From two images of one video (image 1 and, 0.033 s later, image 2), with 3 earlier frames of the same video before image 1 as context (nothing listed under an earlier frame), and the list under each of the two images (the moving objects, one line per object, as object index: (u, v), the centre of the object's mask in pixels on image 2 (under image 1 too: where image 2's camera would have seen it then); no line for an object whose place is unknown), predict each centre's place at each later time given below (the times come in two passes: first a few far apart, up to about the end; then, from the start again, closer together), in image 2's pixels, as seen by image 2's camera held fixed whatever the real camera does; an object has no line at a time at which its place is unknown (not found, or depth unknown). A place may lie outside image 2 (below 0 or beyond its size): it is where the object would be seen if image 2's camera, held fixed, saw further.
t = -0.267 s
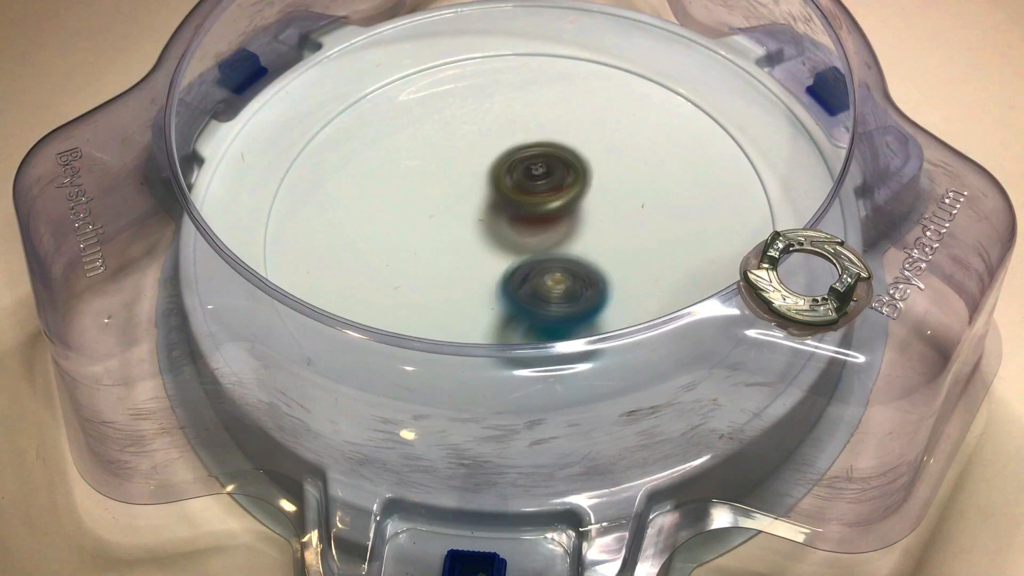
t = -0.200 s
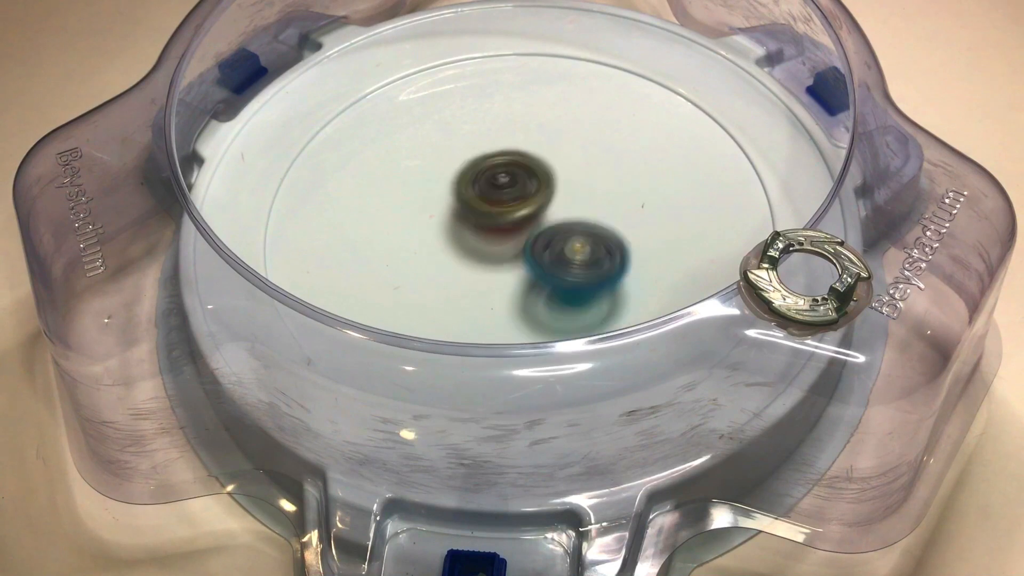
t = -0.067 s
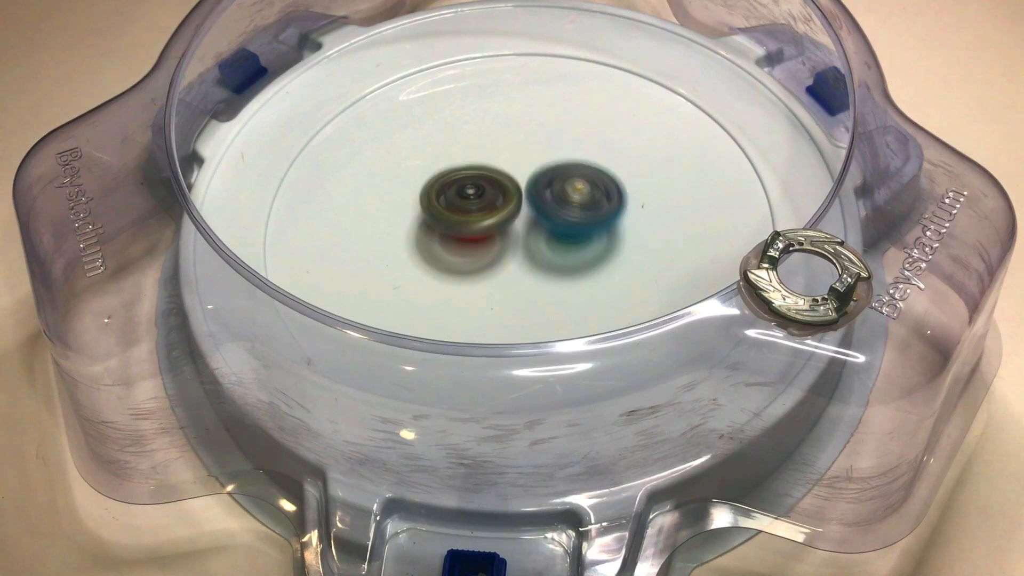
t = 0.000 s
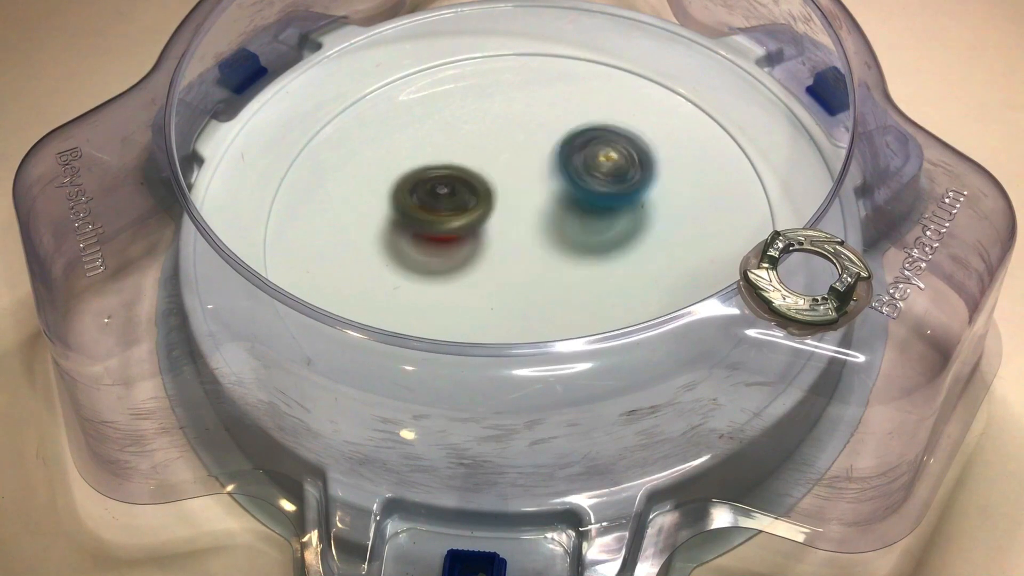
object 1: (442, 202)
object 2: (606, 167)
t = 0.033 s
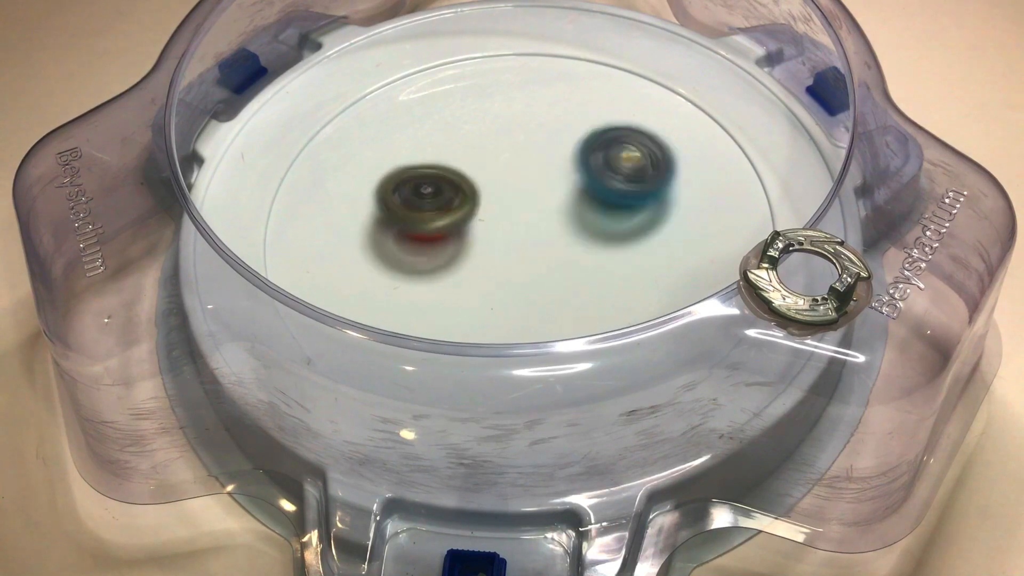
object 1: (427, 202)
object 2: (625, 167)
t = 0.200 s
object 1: (383, 222)
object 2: (655, 122)
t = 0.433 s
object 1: (438, 250)
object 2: (533, 131)
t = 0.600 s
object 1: (480, 258)
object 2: (460, 162)
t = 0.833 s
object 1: (517, 280)
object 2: (485, 182)
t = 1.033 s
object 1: (550, 306)
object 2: (545, 169)
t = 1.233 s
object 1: (553, 294)
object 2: (524, 173)
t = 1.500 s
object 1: (540, 264)
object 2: (541, 178)
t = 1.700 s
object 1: (469, 249)
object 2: (584, 163)
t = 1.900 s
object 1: (366, 256)
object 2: (648, 112)
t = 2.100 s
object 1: (421, 250)
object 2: (615, 130)
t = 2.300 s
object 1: (484, 248)
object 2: (574, 177)
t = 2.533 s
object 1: (403, 288)
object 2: (633, 173)
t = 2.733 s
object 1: (446, 263)
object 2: (580, 202)
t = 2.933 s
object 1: (461, 227)
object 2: (575, 208)
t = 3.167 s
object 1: (406, 136)
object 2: (595, 206)
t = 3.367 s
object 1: (449, 136)
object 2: (585, 205)
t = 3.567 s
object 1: (528, 158)
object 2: (578, 236)
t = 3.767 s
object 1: (562, 156)
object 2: (578, 295)
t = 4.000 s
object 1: (573, 223)
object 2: (525, 314)
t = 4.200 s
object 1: (605, 169)
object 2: (401, 301)
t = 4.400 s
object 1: (555, 198)
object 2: (447, 219)
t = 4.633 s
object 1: (517, 297)
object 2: (509, 102)
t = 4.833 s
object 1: (525, 318)
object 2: (578, 114)
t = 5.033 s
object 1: (518, 302)
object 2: (613, 211)
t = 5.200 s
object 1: (501, 300)
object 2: (585, 268)
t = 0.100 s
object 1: (403, 206)
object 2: (654, 144)
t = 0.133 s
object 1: (395, 210)
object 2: (660, 134)
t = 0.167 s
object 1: (387, 217)
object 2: (660, 128)
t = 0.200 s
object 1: (383, 222)
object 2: (655, 122)
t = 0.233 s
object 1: (384, 230)
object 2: (644, 118)
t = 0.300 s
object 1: (397, 241)
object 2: (610, 116)
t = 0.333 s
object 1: (406, 244)
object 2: (592, 115)
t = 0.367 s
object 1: (416, 246)
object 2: (575, 117)
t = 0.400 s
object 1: (427, 249)
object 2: (555, 123)
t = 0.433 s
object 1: (438, 250)
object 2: (533, 131)
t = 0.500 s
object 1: (458, 249)
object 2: (494, 144)
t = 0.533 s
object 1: (466, 249)
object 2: (479, 154)
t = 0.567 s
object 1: (474, 248)
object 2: (468, 162)
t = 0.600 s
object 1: (480, 258)
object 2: (460, 162)
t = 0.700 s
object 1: (501, 286)
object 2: (457, 155)
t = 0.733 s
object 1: (506, 288)
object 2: (461, 158)
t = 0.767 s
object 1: (509, 286)
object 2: (468, 165)
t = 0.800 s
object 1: (513, 284)
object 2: (476, 174)
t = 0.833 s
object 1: (517, 280)
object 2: (485, 182)
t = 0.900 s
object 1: (528, 277)
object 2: (510, 191)
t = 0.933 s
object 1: (534, 288)
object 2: (520, 182)
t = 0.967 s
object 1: (541, 297)
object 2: (529, 175)
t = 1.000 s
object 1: (546, 303)
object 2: (539, 170)
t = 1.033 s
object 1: (550, 306)
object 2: (545, 169)
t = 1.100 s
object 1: (550, 306)
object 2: (546, 173)
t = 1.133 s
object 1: (549, 305)
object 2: (542, 174)
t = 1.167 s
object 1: (550, 303)
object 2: (535, 175)
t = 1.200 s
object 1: (552, 299)
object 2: (527, 174)
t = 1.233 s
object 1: (553, 294)
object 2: (524, 173)
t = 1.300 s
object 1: (555, 285)
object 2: (522, 170)
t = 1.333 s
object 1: (555, 281)
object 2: (523, 169)
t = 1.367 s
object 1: (554, 277)
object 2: (524, 170)
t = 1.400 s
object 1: (552, 273)
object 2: (527, 172)
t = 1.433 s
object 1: (549, 269)
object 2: (531, 174)
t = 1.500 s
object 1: (540, 264)
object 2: (541, 178)
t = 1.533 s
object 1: (531, 266)
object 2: (547, 172)
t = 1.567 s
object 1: (521, 264)
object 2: (552, 170)
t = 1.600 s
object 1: (514, 257)
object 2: (555, 169)
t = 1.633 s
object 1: (508, 249)
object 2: (557, 170)
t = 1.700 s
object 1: (469, 249)
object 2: (584, 163)
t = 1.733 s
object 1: (436, 256)
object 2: (605, 150)
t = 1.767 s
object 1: (409, 257)
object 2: (623, 141)
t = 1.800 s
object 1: (388, 257)
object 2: (636, 132)
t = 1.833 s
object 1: (375, 259)
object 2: (644, 124)
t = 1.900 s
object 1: (366, 256)
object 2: (648, 112)
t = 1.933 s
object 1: (368, 255)
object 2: (646, 111)
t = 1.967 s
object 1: (376, 253)
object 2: (642, 111)
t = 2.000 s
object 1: (386, 252)
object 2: (637, 113)
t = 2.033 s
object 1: (398, 251)
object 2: (630, 118)
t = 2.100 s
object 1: (421, 250)
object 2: (615, 130)
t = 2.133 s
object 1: (434, 250)
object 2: (607, 137)
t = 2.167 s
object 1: (445, 250)
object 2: (600, 145)
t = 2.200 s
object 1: (456, 250)
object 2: (593, 153)
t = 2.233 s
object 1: (466, 250)
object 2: (586, 161)
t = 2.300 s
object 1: (484, 248)
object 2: (574, 177)
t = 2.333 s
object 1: (491, 248)
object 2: (570, 184)
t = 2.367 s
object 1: (488, 251)
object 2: (572, 188)
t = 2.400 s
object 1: (461, 267)
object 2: (597, 180)
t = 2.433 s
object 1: (437, 276)
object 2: (616, 173)
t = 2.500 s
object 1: (408, 287)
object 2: (634, 170)
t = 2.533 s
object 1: (403, 288)
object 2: (633, 173)
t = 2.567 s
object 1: (404, 286)
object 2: (628, 178)
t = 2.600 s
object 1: (408, 283)
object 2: (621, 183)
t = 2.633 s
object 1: (415, 279)
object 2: (612, 189)
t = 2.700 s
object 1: (435, 267)
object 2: (591, 198)
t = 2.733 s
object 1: (446, 263)
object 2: (580, 202)
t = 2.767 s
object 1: (457, 259)
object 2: (570, 205)
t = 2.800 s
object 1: (468, 254)
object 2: (560, 206)
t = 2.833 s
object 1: (478, 249)
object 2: (550, 208)
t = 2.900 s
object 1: (471, 235)
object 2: (560, 203)
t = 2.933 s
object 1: (461, 227)
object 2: (575, 208)
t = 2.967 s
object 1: (448, 212)
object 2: (587, 210)
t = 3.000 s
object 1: (438, 201)
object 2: (592, 212)
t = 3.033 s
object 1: (428, 184)
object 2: (592, 210)
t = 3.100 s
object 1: (414, 152)
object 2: (595, 207)
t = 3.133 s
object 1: (408, 148)
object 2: (595, 206)
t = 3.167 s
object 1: (406, 136)
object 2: (595, 206)
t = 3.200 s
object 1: (407, 130)
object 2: (595, 205)
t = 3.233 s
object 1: (410, 126)
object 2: (594, 205)
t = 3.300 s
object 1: (425, 129)
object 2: (590, 205)
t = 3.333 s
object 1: (436, 132)
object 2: (588, 205)
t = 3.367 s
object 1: (449, 136)
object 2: (585, 205)
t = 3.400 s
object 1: (464, 147)
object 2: (581, 205)
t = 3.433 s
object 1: (480, 154)
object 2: (576, 204)
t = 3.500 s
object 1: (507, 167)
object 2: (568, 204)
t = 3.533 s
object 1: (518, 159)
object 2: (572, 212)
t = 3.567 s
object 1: (528, 158)
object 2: (578, 236)
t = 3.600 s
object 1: (538, 148)
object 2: (584, 252)
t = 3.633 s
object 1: (544, 144)
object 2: (584, 270)
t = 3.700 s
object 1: (555, 144)
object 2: (581, 290)
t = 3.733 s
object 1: (559, 147)
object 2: (578, 294)
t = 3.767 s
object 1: (562, 156)
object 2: (578, 295)
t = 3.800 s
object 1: (565, 165)
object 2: (575, 297)
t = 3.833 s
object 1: (569, 172)
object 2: (571, 298)
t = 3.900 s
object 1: (571, 204)
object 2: (563, 299)
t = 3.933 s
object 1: (569, 217)
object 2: (558, 298)
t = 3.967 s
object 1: (566, 230)
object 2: (552, 297)
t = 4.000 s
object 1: (573, 223)
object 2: (525, 314)
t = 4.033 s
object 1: (585, 202)
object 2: (500, 312)
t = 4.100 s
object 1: (601, 185)
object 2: (444, 326)
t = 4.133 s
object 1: (606, 181)
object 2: (424, 321)
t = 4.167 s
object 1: (606, 173)
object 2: (409, 309)
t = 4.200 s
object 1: (605, 169)
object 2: (401, 301)
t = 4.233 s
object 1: (602, 171)
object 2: (400, 295)
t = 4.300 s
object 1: (586, 182)
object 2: (410, 269)
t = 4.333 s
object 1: (575, 186)
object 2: (422, 255)
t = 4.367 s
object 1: (566, 192)
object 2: (433, 237)
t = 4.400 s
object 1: (555, 198)
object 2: (447, 219)
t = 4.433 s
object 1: (548, 210)
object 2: (458, 195)
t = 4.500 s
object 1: (536, 240)
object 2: (473, 158)
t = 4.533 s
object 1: (529, 256)
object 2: (479, 140)
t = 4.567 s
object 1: (523, 271)
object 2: (487, 124)
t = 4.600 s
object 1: (520, 285)
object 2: (498, 113)
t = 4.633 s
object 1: (517, 297)
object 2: (509, 102)
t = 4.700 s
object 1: (521, 308)
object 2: (533, 95)
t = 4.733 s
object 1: (525, 311)
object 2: (545, 95)
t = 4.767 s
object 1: (526, 313)
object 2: (556, 98)
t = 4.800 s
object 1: (527, 316)
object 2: (567, 106)
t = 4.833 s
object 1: (525, 318)
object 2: (578, 114)
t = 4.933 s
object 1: (524, 310)
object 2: (606, 156)
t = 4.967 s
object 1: (522, 307)
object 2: (611, 175)
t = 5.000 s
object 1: (519, 304)
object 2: (613, 194)
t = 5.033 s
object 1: (518, 302)
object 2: (613, 211)
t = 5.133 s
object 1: (515, 299)
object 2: (588, 260)
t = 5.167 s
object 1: (510, 300)
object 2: (583, 264)
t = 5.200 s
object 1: (501, 300)
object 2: (585, 268)
